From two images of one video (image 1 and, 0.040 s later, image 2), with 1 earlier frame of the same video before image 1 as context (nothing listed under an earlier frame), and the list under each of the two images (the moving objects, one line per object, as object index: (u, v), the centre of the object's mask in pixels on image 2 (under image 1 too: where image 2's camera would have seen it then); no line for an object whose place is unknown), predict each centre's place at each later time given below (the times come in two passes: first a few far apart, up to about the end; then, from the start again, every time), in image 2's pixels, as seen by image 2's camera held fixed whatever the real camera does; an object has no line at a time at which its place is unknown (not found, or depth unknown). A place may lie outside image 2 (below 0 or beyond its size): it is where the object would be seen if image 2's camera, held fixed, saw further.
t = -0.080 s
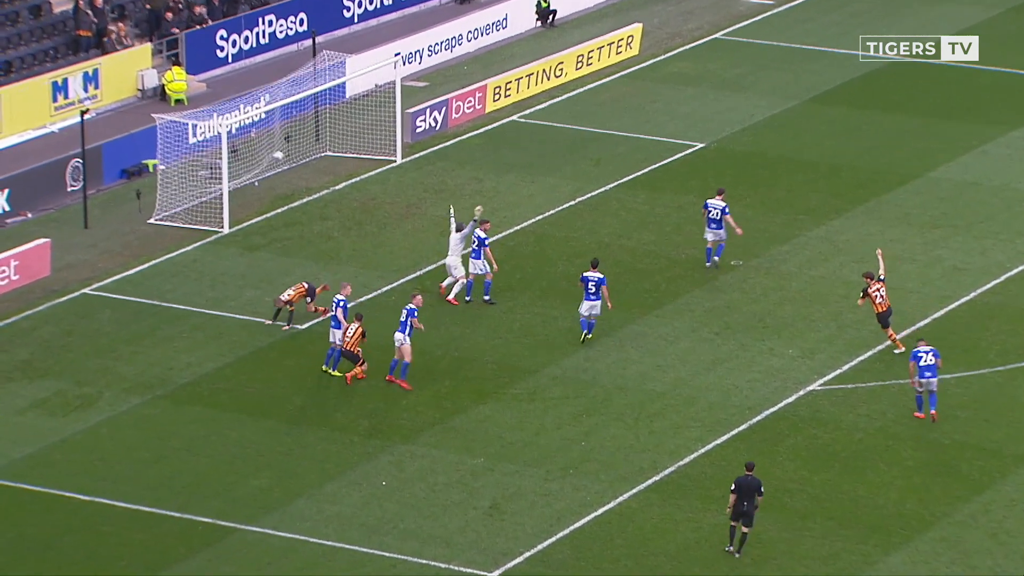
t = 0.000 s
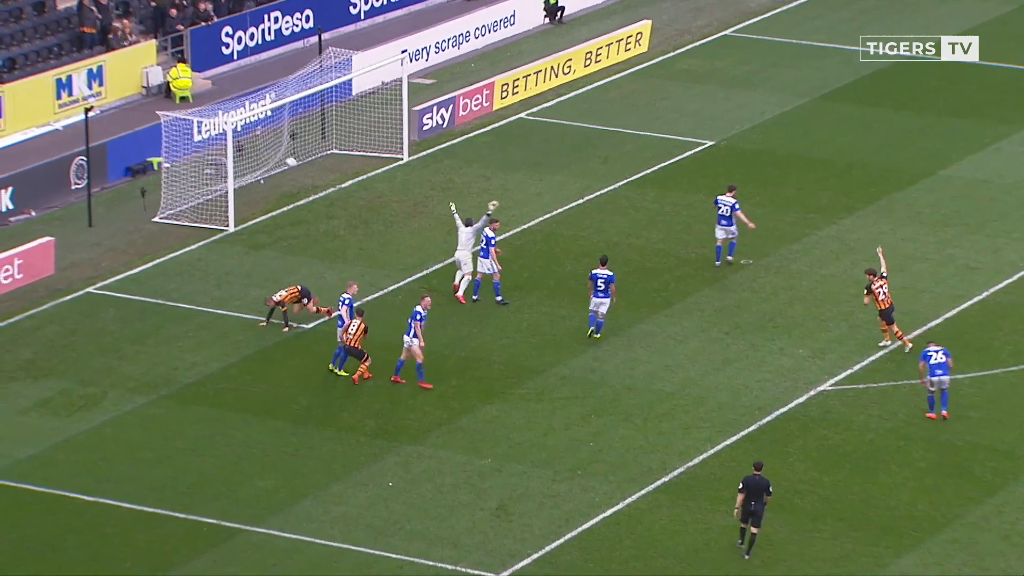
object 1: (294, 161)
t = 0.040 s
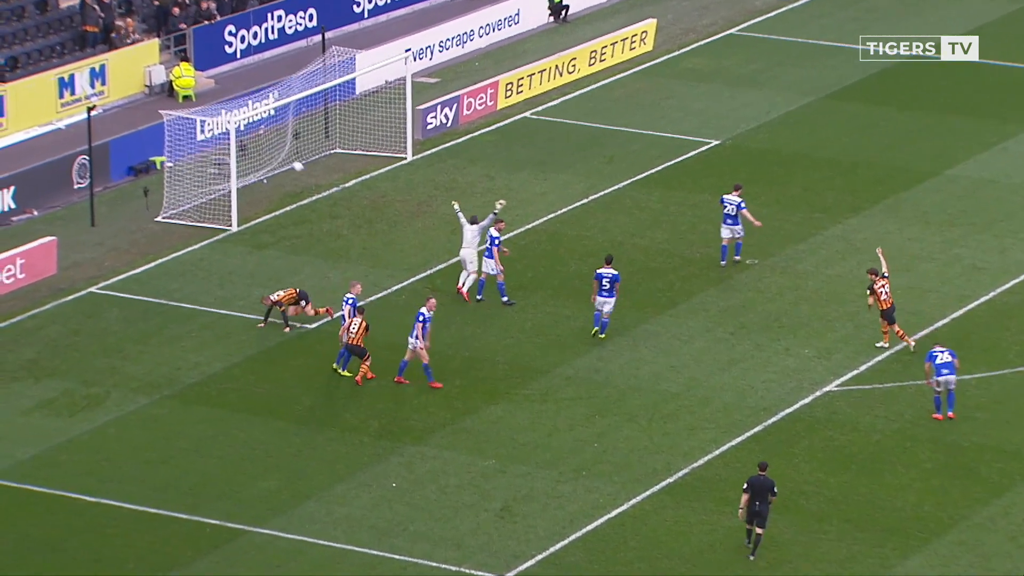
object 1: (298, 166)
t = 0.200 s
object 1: (310, 194)
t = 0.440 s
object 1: (332, 187)
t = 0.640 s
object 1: (349, 188)
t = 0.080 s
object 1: (301, 172)
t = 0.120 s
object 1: (304, 179)
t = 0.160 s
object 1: (307, 186)
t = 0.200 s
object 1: (310, 194)
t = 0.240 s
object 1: (314, 202)
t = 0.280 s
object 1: (318, 198)
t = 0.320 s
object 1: (321, 194)
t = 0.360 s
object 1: (324, 190)
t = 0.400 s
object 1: (328, 188)
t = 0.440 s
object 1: (332, 187)
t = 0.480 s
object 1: (335, 186)
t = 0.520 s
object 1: (339, 185)
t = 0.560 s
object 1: (341, 186)
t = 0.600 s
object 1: (345, 187)
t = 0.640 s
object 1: (349, 188)
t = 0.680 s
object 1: (352, 191)
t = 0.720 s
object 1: (356, 194)
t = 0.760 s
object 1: (359, 198)
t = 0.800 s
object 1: (363, 203)
